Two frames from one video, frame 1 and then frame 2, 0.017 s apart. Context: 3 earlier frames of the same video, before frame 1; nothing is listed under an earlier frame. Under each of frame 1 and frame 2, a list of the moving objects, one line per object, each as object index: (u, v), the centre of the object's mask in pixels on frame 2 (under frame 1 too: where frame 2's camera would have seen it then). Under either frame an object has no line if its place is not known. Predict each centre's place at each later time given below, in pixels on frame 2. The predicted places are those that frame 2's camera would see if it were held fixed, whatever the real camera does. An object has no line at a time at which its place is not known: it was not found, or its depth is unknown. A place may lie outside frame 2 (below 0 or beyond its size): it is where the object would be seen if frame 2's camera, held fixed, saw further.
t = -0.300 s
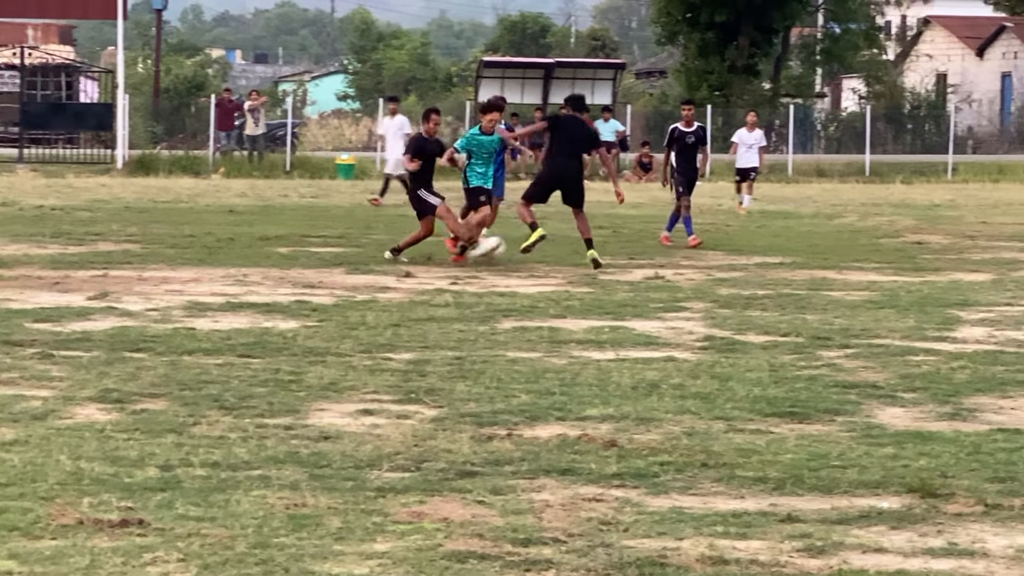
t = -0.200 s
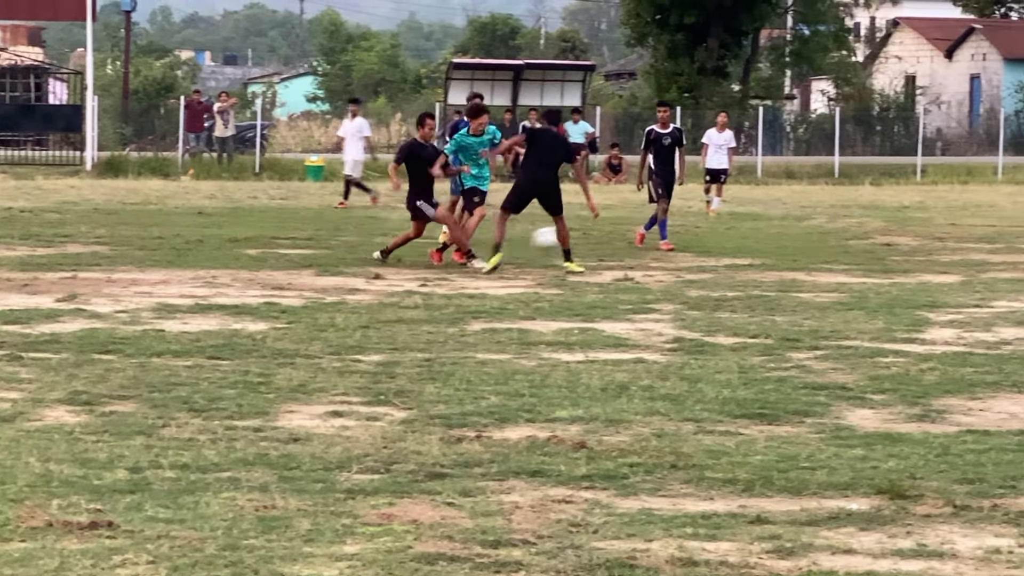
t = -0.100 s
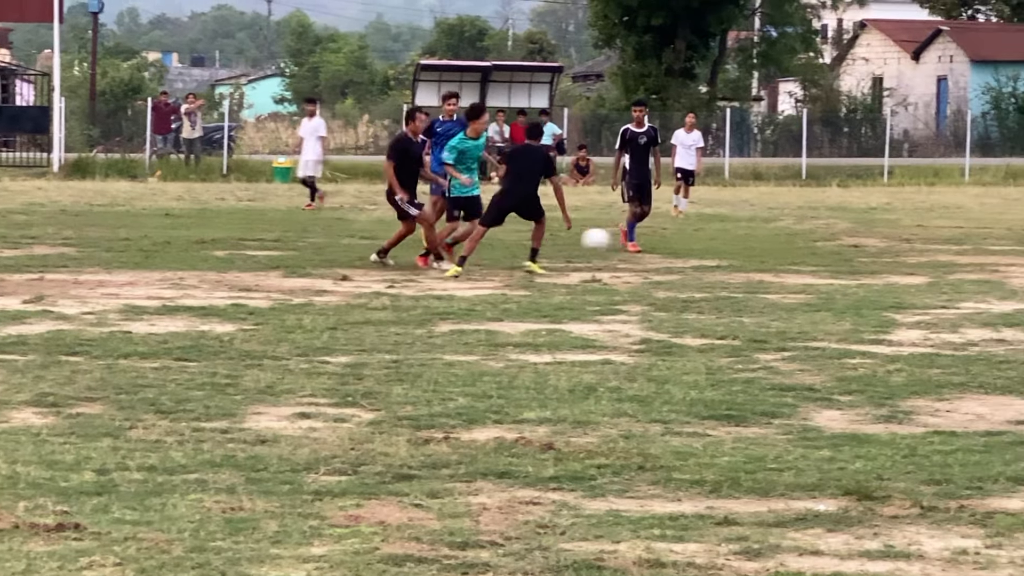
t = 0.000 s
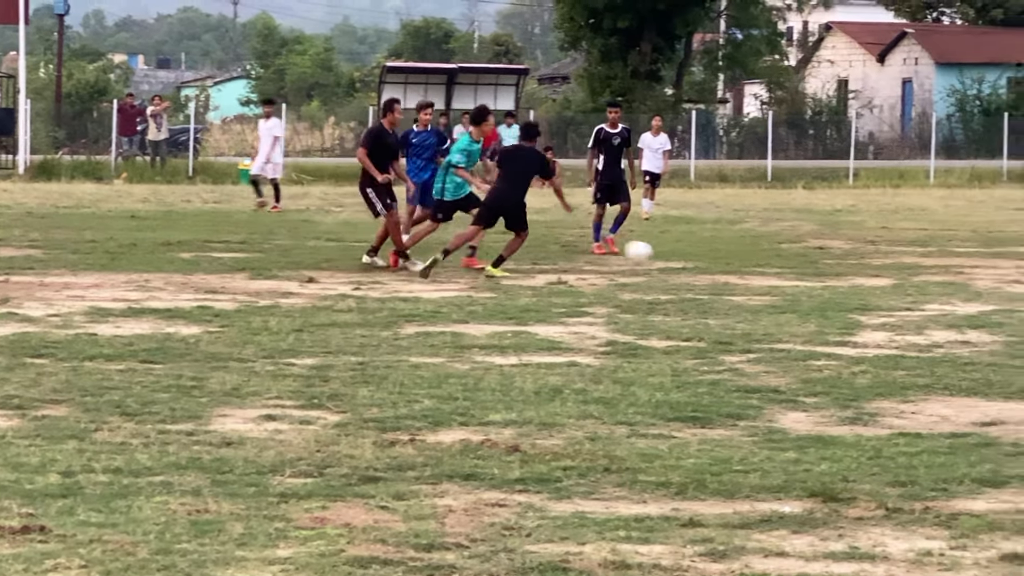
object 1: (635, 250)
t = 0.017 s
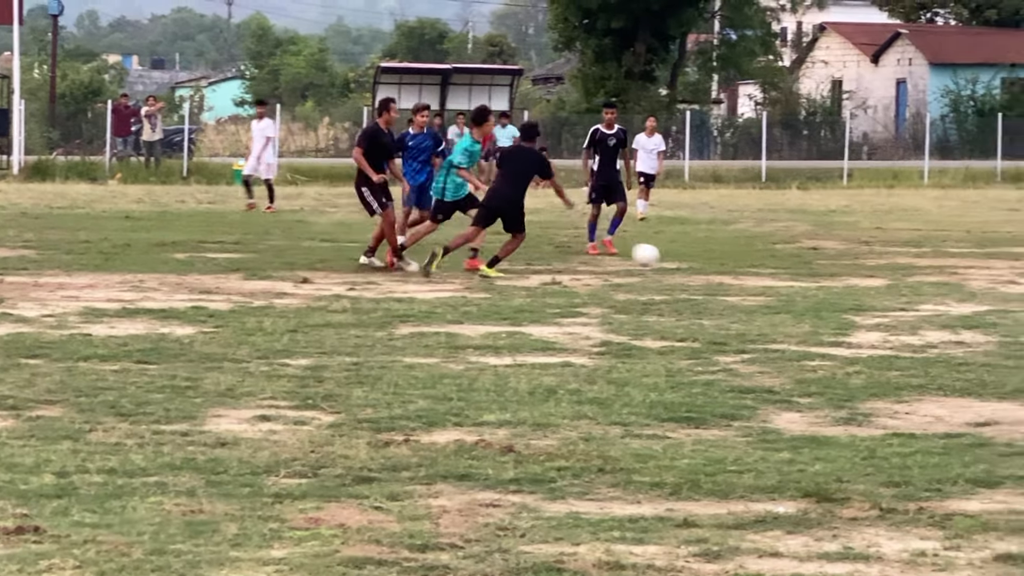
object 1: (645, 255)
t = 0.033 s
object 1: (653, 254)
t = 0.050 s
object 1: (660, 252)
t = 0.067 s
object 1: (665, 250)
